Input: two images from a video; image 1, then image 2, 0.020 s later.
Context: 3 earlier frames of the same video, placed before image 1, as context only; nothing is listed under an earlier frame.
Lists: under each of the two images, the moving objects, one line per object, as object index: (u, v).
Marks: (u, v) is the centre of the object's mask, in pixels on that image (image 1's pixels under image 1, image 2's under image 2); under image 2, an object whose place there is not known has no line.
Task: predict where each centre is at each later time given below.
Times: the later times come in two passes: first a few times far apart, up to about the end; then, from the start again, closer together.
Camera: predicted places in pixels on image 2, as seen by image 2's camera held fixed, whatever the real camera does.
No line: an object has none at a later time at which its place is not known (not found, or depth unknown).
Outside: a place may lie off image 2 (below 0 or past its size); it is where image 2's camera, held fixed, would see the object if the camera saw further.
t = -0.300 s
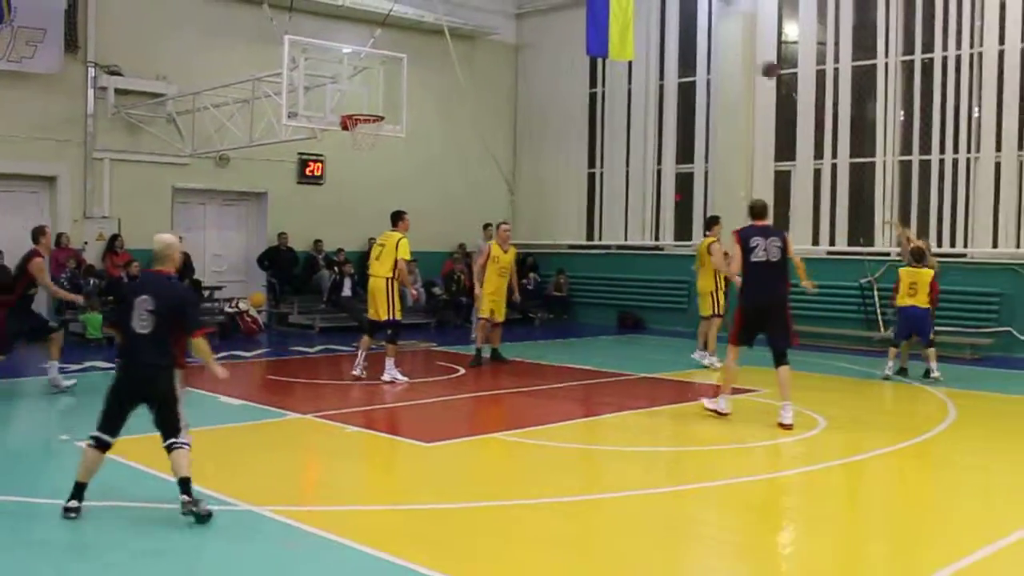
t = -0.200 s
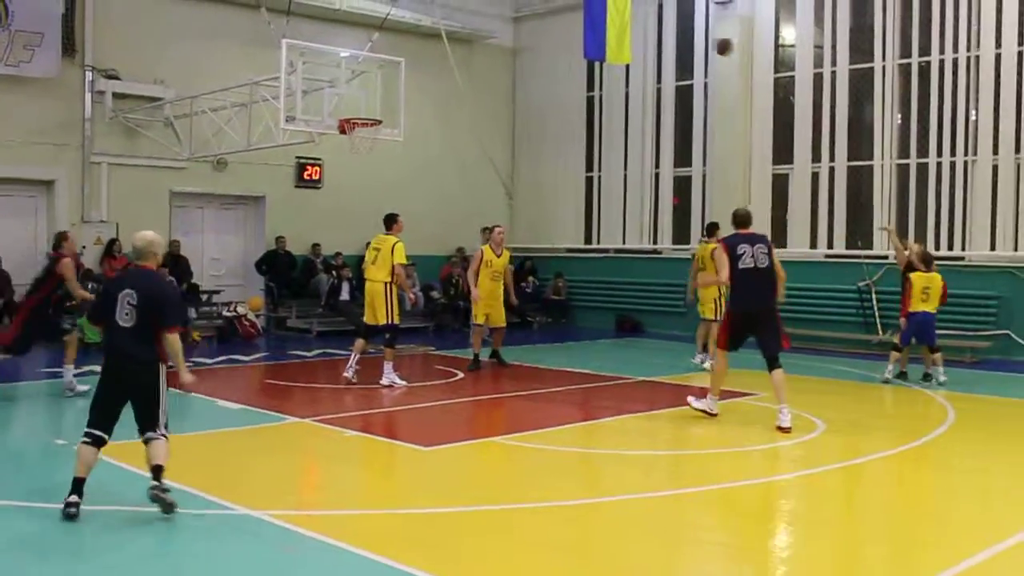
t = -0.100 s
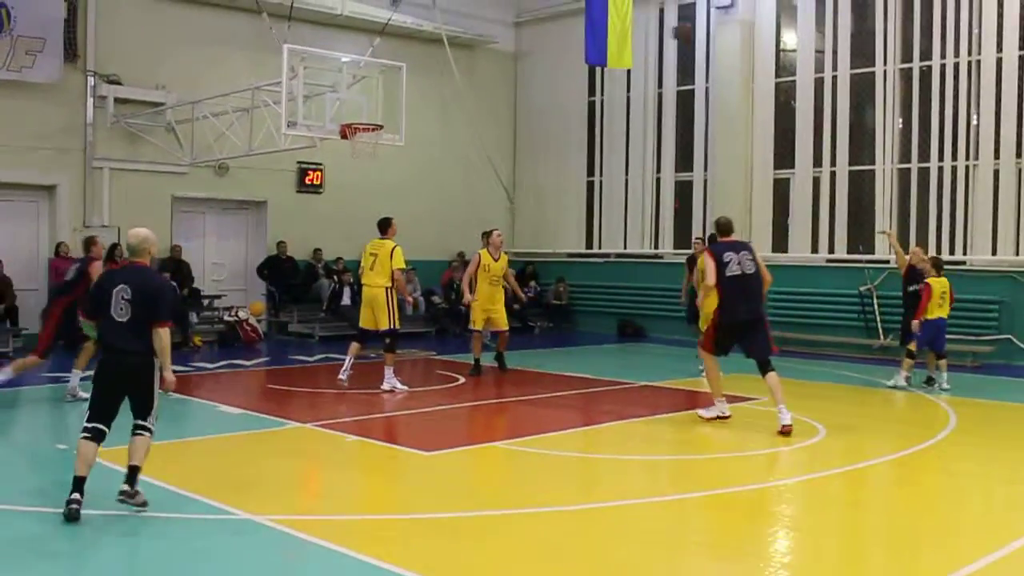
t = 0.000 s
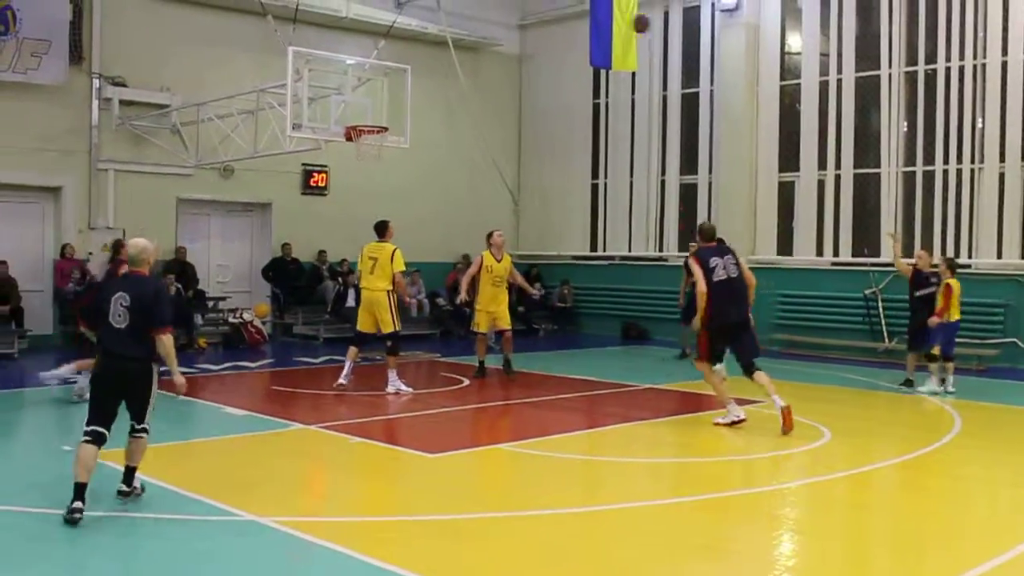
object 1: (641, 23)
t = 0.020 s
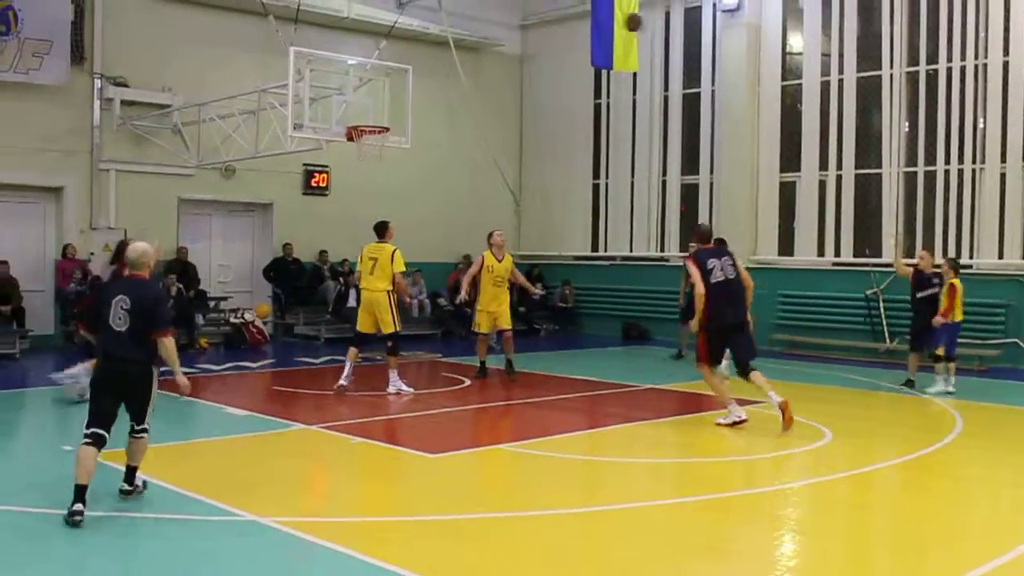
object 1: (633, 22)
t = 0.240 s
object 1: (537, 30)
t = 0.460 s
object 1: (437, 74)
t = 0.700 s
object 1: (368, 94)
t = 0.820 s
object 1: (356, 75)
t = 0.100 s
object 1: (596, 19)
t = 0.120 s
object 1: (589, 20)
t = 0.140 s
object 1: (580, 22)
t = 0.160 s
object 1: (571, 22)
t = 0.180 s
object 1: (562, 23)
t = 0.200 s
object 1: (553, 25)
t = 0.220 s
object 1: (545, 26)
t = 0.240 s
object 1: (537, 30)
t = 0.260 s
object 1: (526, 31)
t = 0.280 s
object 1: (518, 34)
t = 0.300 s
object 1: (509, 37)
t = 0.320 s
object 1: (499, 41)
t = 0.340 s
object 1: (492, 44)
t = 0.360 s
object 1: (482, 49)
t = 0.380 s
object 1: (472, 55)
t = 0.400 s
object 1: (463, 58)
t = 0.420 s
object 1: (454, 63)
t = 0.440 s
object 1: (446, 68)
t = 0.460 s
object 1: (437, 74)
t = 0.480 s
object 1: (428, 80)
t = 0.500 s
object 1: (419, 86)
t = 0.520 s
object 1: (409, 93)
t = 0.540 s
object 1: (401, 100)
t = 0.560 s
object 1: (392, 108)
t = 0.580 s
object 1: (383, 115)
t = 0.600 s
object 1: (378, 116)
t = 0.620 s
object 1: (376, 112)
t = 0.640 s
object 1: (374, 107)
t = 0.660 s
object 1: (372, 102)
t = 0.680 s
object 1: (369, 98)
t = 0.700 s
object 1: (368, 94)
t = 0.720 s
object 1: (366, 90)
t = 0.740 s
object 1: (364, 86)
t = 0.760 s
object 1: (362, 84)
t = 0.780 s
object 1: (360, 80)
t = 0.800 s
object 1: (358, 78)
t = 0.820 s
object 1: (356, 75)
